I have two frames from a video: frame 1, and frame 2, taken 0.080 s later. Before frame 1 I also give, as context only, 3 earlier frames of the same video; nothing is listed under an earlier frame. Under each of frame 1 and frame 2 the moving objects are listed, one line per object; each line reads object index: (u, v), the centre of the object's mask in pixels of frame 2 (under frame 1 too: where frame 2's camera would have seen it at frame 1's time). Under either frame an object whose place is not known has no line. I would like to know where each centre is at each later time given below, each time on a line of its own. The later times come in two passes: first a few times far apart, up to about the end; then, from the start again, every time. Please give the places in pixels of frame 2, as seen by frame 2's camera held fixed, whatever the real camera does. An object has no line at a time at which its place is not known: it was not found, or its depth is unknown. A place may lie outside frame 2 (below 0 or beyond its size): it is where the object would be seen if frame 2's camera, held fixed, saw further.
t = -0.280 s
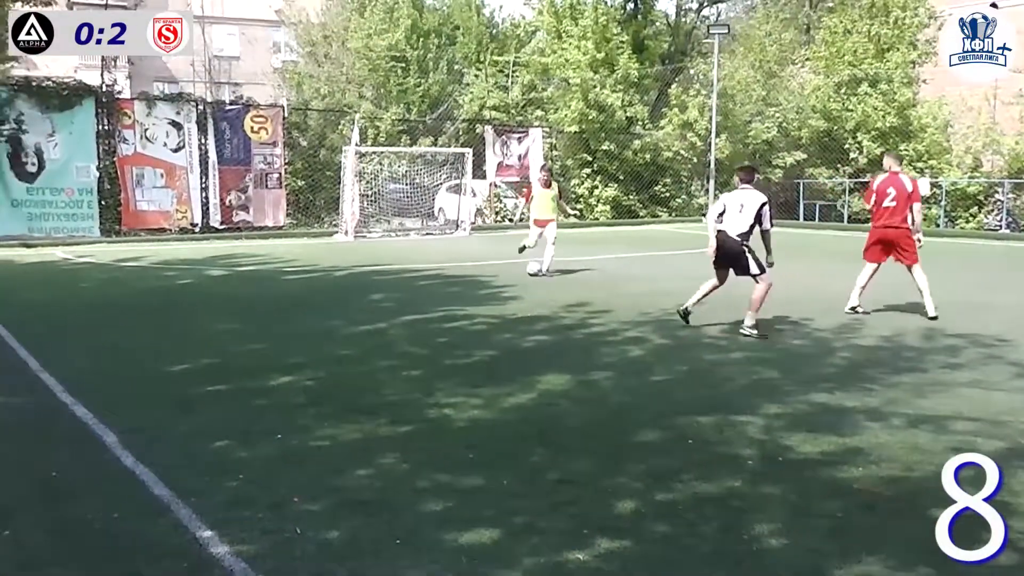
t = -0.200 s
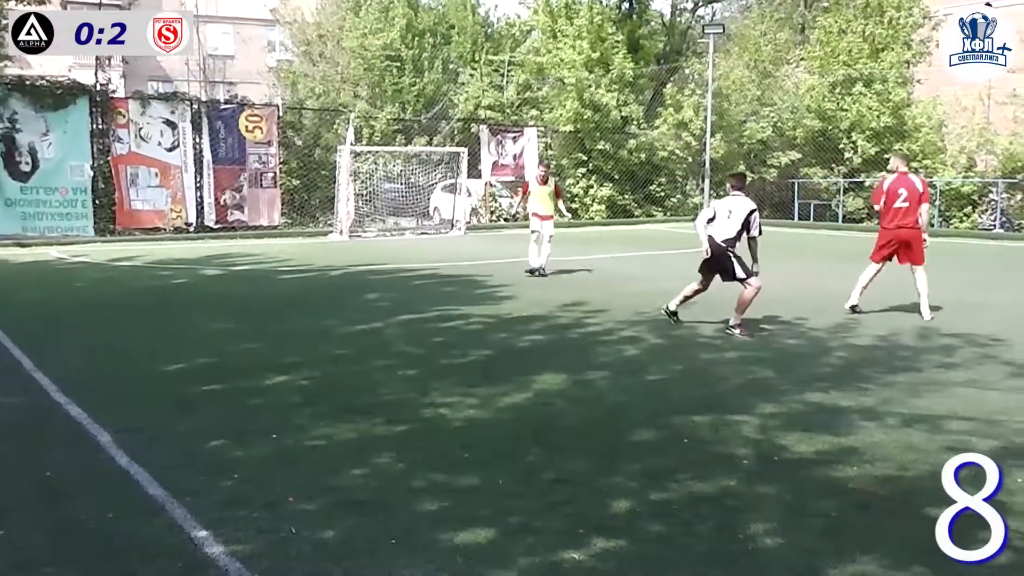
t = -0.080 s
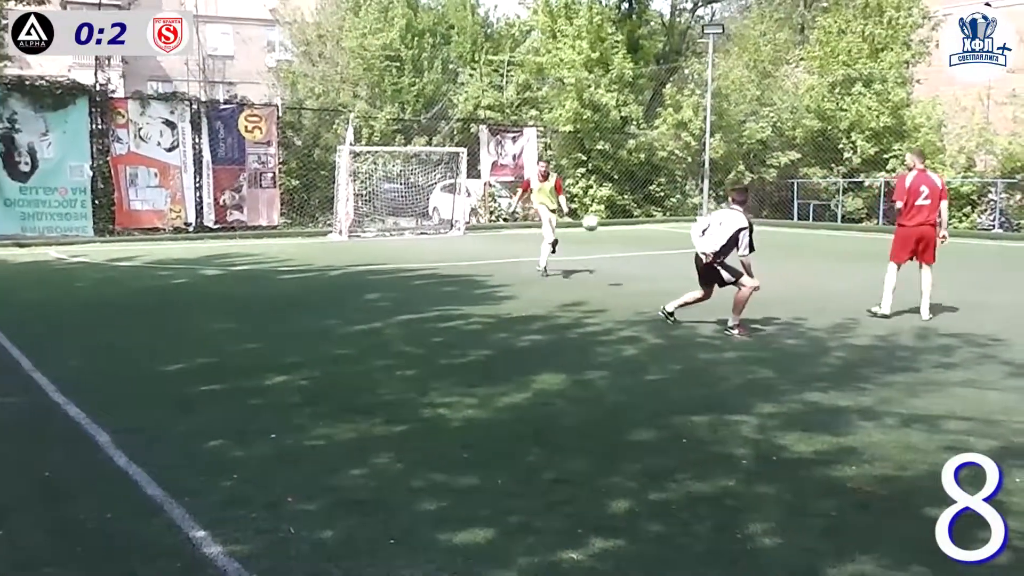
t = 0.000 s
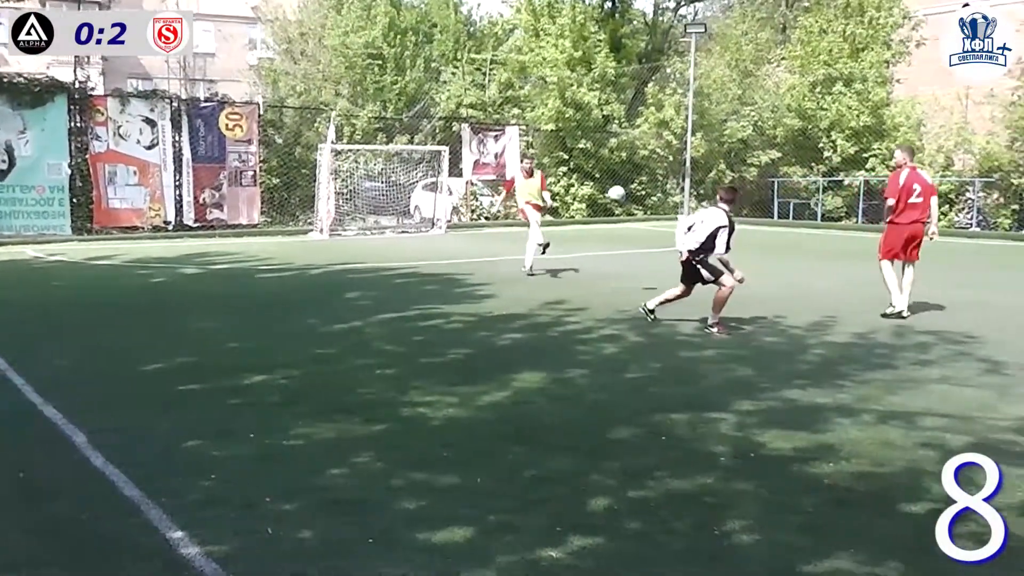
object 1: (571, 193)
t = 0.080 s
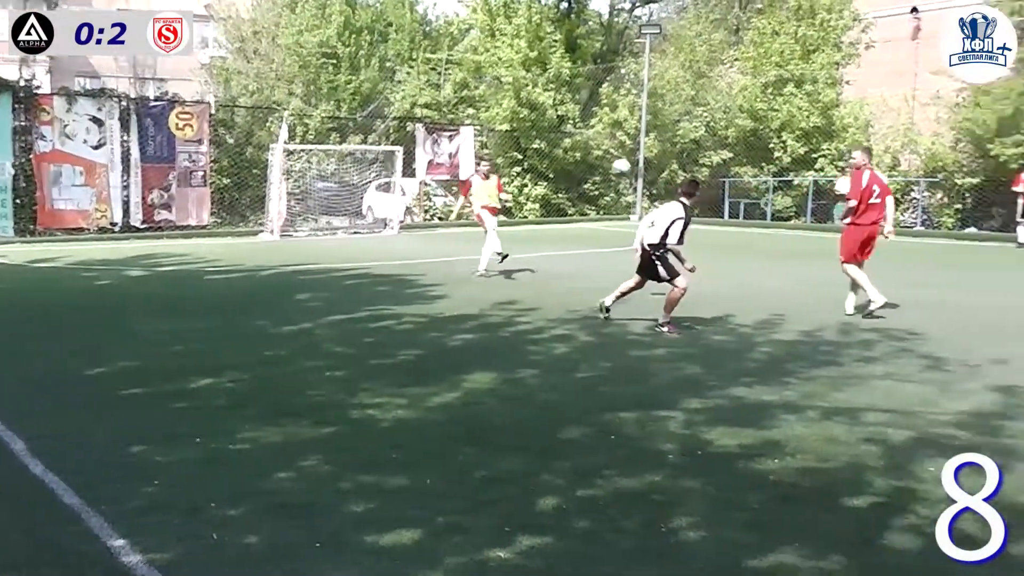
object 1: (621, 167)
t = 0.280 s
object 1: (785, 108)
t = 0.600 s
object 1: (1230, 63)
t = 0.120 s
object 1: (649, 153)
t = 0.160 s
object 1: (679, 141)
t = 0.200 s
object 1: (712, 129)
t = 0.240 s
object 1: (747, 117)
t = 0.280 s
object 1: (785, 108)
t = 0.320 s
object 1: (826, 98)
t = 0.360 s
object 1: (870, 90)
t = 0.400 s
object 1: (917, 82)
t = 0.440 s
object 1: (969, 75)
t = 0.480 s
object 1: (1025, 68)
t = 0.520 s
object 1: (1088, 66)
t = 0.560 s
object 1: (1156, 61)
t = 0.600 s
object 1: (1230, 63)
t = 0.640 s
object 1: (1310, 66)
